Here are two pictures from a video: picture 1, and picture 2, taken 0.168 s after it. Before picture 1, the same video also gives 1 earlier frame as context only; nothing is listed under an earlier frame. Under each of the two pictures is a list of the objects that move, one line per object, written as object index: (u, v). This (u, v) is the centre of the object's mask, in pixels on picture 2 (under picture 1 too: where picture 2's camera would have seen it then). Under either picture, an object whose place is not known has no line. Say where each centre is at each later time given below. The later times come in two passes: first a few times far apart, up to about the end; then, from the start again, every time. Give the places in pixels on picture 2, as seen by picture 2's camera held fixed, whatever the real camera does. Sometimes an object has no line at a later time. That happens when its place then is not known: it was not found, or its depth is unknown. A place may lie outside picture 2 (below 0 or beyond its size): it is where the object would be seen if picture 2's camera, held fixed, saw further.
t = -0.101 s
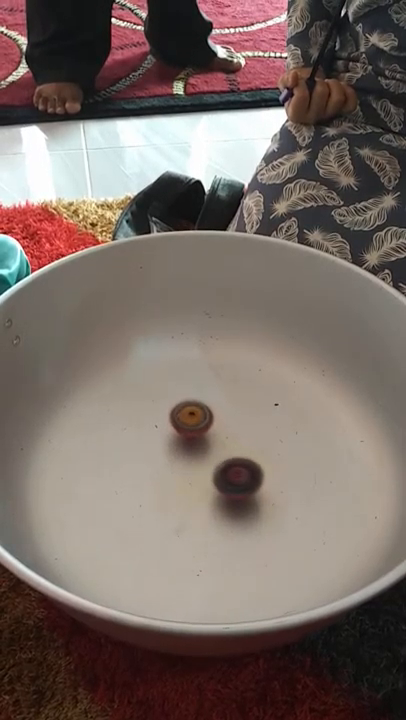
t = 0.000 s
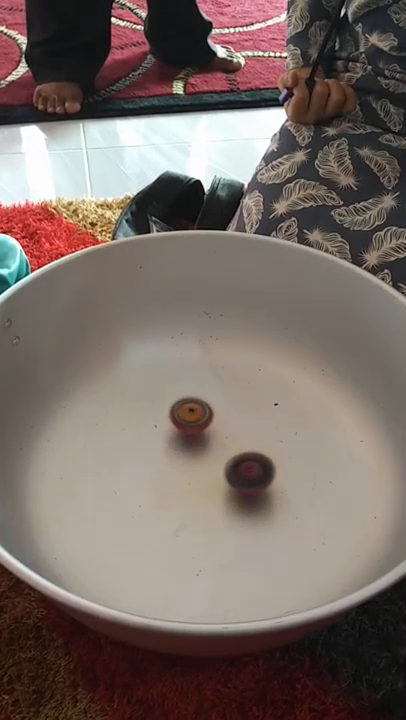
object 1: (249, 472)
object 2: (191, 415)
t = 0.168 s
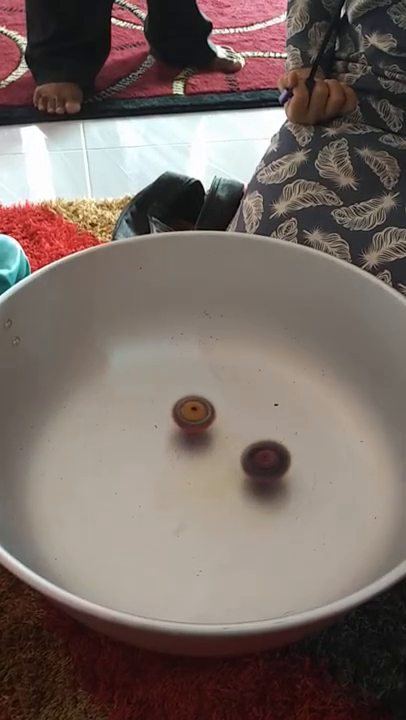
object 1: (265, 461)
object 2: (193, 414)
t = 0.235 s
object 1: (270, 455)
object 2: (194, 413)
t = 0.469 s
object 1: (276, 434)
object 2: (197, 416)
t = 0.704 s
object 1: (269, 417)
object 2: (197, 425)
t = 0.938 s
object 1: (252, 407)
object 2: (192, 440)
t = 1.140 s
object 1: (232, 405)
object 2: (185, 454)
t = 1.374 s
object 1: (207, 409)
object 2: (175, 469)
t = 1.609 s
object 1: (185, 422)
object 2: (166, 480)
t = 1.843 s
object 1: (171, 442)
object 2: (159, 484)
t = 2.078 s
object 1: (174, 443)
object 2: (140, 524)
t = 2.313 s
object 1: (184, 450)
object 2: (125, 556)
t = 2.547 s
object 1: (196, 455)
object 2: (133, 563)
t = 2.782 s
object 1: (209, 455)
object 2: (160, 545)
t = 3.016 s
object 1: (220, 452)
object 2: (193, 516)
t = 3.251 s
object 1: (228, 446)
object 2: (231, 493)
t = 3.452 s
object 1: (230, 440)
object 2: (264, 481)
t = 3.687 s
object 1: (228, 434)
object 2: (304, 474)
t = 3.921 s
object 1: (225, 432)
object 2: (326, 465)
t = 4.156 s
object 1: (217, 432)
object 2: (323, 459)
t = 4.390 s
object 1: (209, 436)
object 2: (298, 452)
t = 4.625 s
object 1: (203, 442)
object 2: (260, 442)
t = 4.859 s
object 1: (187, 453)
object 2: (251, 426)
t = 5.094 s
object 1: (180, 466)
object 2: (250, 414)
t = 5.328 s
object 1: (181, 479)
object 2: (247, 407)
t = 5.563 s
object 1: (190, 489)
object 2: (238, 404)
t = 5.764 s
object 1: (201, 493)
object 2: (226, 406)
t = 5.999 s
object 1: (216, 493)
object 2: (209, 411)
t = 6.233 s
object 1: (225, 484)
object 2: (190, 414)
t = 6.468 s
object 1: (228, 472)
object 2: (170, 416)
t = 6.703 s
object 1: (224, 460)
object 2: (153, 417)
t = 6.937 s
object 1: (211, 451)
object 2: (140, 420)
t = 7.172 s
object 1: (195, 448)
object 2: (135, 427)
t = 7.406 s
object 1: (184, 451)
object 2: (133, 436)
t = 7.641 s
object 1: (194, 459)
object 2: (101, 434)
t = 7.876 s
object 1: (206, 464)
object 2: (89, 433)
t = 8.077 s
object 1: (216, 464)
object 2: (100, 438)
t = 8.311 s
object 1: (226, 460)
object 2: (127, 451)
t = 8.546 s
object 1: (225, 455)
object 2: (149, 470)
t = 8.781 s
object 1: (220, 446)
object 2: (157, 499)
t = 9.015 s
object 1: (211, 442)
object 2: (151, 528)
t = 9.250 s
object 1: (200, 440)
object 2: (142, 545)
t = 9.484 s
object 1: (191, 444)
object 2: (144, 543)
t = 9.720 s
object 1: (186, 451)
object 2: (161, 527)
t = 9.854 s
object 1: (186, 457)
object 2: (176, 516)
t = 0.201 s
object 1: (268, 458)
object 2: (193, 413)
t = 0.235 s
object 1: (270, 455)
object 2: (194, 413)
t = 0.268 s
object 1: (272, 453)
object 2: (194, 413)
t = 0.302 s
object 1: (273, 449)
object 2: (195, 414)
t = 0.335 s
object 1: (274, 446)
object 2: (195, 414)
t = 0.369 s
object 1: (276, 443)
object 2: (196, 414)
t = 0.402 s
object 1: (276, 440)
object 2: (196, 415)
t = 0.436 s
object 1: (276, 437)
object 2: (196, 415)
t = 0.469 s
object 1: (276, 434)
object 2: (197, 416)
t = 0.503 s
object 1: (276, 432)
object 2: (197, 417)
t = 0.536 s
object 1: (275, 428)
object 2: (197, 418)
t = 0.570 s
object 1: (274, 426)
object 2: (197, 419)
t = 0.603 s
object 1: (273, 424)
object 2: (197, 420)
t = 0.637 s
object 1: (272, 421)
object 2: (197, 422)
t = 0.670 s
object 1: (271, 419)
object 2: (197, 423)
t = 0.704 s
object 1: (269, 417)
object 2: (197, 425)
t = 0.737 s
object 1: (267, 415)
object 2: (196, 427)
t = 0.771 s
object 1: (265, 414)
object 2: (195, 429)
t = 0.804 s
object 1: (263, 412)
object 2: (195, 431)
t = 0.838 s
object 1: (261, 411)
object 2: (194, 433)
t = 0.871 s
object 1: (258, 409)
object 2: (193, 435)
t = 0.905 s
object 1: (255, 408)
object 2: (193, 437)
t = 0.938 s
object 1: (252, 407)
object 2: (192, 440)
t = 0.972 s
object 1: (249, 406)
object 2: (191, 442)
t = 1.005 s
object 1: (246, 406)
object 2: (190, 445)
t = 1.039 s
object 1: (243, 405)
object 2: (189, 447)
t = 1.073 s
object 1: (239, 405)
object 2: (188, 449)
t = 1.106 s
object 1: (236, 405)
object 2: (186, 452)
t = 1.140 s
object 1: (232, 405)
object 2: (185, 454)
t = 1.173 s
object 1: (229, 405)
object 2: (184, 457)
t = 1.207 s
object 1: (225, 405)
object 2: (182, 459)
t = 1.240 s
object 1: (222, 405)
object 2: (181, 462)
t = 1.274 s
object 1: (218, 406)
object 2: (180, 464)
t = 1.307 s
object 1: (214, 407)
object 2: (178, 466)
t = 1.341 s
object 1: (211, 408)
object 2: (177, 467)
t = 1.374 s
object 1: (207, 409)
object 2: (175, 469)
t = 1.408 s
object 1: (203, 410)
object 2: (174, 472)
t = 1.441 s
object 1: (200, 412)
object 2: (172, 473)
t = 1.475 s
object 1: (196, 414)
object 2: (171, 475)
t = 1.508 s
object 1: (193, 416)
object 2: (170, 477)
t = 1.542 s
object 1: (190, 418)
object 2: (168, 478)
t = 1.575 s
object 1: (187, 420)
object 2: (167, 479)
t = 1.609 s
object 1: (185, 422)
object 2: (166, 480)
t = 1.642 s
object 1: (182, 425)
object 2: (164, 481)
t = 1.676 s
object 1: (180, 427)
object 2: (163, 482)
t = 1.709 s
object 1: (178, 430)
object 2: (162, 483)
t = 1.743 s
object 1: (176, 433)
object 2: (161, 484)
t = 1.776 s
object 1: (174, 436)
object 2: (160, 484)
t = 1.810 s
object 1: (173, 439)
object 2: (160, 484)
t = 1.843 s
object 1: (171, 442)
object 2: (159, 484)
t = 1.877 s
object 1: (171, 441)
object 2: (156, 491)
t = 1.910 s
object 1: (171, 438)
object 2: (154, 497)
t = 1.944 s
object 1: (171, 438)
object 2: (151, 503)
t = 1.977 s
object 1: (172, 439)
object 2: (149, 508)
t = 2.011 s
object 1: (172, 440)
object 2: (146, 514)
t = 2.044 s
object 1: (173, 441)
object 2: (143, 518)
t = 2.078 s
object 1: (174, 443)
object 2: (140, 524)
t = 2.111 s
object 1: (175, 444)
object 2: (137, 529)
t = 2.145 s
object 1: (177, 445)
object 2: (134, 535)
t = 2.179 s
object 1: (178, 446)
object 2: (132, 539)
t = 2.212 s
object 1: (179, 447)
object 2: (129, 544)
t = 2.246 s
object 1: (181, 448)
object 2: (127, 549)
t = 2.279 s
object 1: (182, 449)
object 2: (126, 552)
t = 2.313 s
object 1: (184, 450)
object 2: (125, 556)
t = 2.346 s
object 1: (185, 451)
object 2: (125, 560)
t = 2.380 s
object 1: (187, 452)
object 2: (126, 561)
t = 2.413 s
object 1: (189, 452)
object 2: (126, 563)
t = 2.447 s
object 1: (190, 452)
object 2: (128, 564)
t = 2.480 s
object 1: (192, 453)
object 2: (129, 564)
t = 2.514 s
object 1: (194, 454)
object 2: (131, 564)
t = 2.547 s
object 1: (196, 455)
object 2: (133, 563)
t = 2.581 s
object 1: (197, 455)
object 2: (136, 562)
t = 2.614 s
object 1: (199, 455)
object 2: (140, 561)
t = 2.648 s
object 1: (201, 455)
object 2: (144, 559)
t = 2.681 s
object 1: (203, 456)
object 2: (148, 556)
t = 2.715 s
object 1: (205, 456)
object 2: (151, 553)
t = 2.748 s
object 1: (207, 455)
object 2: (156, 549)
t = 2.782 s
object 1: (209, 455)
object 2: (160, 545)
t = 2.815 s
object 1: (210, 455)
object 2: (164, 541)
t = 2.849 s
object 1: (212, 455)
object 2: (170, 537)
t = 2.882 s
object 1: (214, 454)
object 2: (174, 533)
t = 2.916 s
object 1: (215, 454)
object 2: (178, 528)
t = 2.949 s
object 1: (217, 453)
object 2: (183, 524)
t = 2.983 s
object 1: (218, 452)
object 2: (188, 520)
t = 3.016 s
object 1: (220, 452)
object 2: (193, 516)
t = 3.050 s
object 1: (221, 452)
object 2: (199, 512)
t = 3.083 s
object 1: (222, 451)
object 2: (203, 508)
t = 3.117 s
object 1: (224, 450)
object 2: (209, 506)
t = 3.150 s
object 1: (225, 448)
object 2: (214, 501)
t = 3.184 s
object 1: (226, 447)
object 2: (219, 498)
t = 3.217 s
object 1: (227, 446)
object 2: (225, 496)
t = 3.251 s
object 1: (228, 446)
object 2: (231, 493)
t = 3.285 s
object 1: (228, 445)
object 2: (236, 490)
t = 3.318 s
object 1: (229, 444)
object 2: (241, 488)
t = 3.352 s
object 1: (229, 442)
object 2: (247, 486)
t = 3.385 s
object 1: (229, 442)
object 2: (252, 484)
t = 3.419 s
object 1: (229, 441)
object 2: (258, 482)
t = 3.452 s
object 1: (230, 440)
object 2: (264, 481)
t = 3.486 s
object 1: (230, 439)
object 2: (271, 480)
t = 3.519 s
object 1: (230, 438)
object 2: (276, 479)
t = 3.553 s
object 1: (230, 437)
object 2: (282, 477)
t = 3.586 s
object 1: (229, 436)
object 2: (288, 476)
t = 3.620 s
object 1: (229, 436)
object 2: (293, 475)
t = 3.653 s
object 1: (229, 435)
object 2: (299, 474)
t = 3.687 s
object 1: (228, 434)
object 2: (304, 474)
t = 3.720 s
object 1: (228, 434)
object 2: (309, 472)
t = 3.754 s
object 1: (228, 433)
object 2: (312, 471)
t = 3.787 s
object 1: (227, 433)
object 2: (316, 470)
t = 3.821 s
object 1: (227, 432)
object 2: (319, 469)
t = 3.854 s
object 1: (226, 432)
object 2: (322, 469)
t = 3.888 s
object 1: (225, 432)
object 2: (324, 467)
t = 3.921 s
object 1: (225, 432)
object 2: (326, 465)
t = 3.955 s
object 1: (224, 432)
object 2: (327, 464)
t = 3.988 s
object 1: (223, 432)
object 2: (328, 464)
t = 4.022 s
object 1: (222, 432)
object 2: (328, 463)
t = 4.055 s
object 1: (221, 432)
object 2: (327, 462)
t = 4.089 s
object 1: (220, 432)
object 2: (327, 461)
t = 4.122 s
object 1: (219, 432)
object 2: (325, 460)
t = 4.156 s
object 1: (217, 432)
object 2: (323, 459)
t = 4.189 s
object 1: (216, 433)
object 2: (321, 458)
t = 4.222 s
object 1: (215, 432)
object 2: (318, 456)
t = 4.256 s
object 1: (214, 433)
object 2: (315, 455)
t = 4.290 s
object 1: (213, 433)
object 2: (311, 455)
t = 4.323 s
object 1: (211, 434)
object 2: (307, 454)
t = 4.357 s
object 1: (210, 435)
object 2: (302, 452)
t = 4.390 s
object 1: (209, 436)
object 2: (298, 452)
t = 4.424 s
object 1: (208, 436)
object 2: (292, 450)
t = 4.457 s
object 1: (207, 437)
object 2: (287, 449)
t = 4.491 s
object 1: (206, 438)
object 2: (282, 447)
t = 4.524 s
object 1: (205, 439)
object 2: (276, 446)
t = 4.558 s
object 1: (204, 440)
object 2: (270, 445)
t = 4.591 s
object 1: (204, 441)
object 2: (265, 443)
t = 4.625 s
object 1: (203, 442)
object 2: (260, 442)
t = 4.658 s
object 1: (202, 443)
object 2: (254, 441)
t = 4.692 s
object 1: (199, 445)
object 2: (252, 438)
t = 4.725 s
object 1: (195, 447)
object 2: (252, 436)
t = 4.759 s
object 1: (192, 448)
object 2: (252, 433)
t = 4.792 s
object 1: (190, 450)
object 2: (251, 431)
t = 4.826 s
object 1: (189, 451)
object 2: (251, 429)
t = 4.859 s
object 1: (187, 453)
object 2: (251, 426)
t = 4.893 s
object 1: (186, 455)
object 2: (251, 424)
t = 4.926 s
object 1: (184, 456)
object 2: (250, 422)
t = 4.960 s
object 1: (183, 459)
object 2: (250, 421)
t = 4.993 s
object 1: (182, 460)
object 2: (250, 419)
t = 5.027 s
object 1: (181, 462)
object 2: (250, 417)
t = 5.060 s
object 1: (180, 464)
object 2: (250, 416)
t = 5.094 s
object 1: (180, 466)
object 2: (250, 414)
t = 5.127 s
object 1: (179, 468)
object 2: (249, 414)
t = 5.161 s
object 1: (179, 470)
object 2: (249, 412)
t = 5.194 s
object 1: (179, 472)
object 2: (249, 411)
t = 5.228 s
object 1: (179, 474)
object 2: (248, 410)
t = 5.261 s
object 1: (180, 476)
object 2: (248, 409)
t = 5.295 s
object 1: (180, 478)
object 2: (247, 408)
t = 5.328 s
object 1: (181, 479)
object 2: (247, 407)
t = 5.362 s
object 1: (182, 481)
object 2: (246, 406)
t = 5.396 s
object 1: (183, 482)
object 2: (244, 406)
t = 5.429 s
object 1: (184, 484)
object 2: (243, 405)
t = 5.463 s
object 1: (185, 486)
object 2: (242, 405)
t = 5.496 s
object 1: (187, 487)
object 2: (241, 405)
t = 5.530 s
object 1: (188, 488)
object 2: (239, 405)
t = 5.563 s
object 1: (190, 489)
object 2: (238, 404)
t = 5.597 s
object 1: (192, 491)
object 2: (236, 405)
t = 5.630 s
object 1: (193, 491)
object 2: (234, 405)
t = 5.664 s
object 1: (195, 491)
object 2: (232, 405)
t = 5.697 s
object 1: (197, 492)
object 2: (230, 406)
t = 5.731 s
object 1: (200, 492)
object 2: (228, 406)
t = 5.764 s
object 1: (201, 493)
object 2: (226, 406)
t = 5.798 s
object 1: (204, 493)
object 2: (224, 407)
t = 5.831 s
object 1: (206, 494)
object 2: (221, 408)
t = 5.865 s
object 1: (208, 493)
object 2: (219, 408)
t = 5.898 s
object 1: (210, 493)
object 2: (216, 409)
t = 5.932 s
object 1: (212, 494)
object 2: (214, 409)
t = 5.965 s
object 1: (214, 493)
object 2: (212, 410)
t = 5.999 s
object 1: (216, 493)
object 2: (209, 411)
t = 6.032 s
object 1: (218, 492)
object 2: (206, 411)
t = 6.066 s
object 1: (219, 490)
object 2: (204, 412)
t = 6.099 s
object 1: (220, 490)
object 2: (201, 412)
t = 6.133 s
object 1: (222, 488)
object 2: (198, 413)
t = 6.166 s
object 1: (223, 487)
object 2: (196, 413)
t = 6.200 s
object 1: (224, 486)
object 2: (193, 414)
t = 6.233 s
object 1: (225, 484)
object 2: (190, 414)
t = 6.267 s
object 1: (226, 482)
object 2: (187, 414)
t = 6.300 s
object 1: (227, 480)
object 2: (185, 415)
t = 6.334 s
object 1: (228, 479)
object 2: (181, 415)
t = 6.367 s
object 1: (228, 478)
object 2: (179, 416)
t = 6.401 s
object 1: (228, 476)
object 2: (176, 415)
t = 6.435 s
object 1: (228, 474)
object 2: (173, 416)
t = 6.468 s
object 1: (228, 472)
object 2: (170, 416)
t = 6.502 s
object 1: (228, 470)
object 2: (168, 416)
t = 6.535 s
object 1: (227, 469)
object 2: (165, 417)
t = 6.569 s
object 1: (227, 467)
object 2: (162, 417)
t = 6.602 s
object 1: (227, 465)
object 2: (160, 417)
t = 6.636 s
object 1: (226, 463)
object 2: (158, 417)
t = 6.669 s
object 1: (225, 462)
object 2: (155, 418)
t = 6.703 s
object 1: (224, 460)
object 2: (153, 417)
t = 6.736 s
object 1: (222, 458)
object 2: (151, 418)
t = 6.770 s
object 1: (220, 457)
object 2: (149, 418)
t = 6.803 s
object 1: (219, 455)
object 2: (147, 418)
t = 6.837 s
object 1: (217, 454)
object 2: (145, 419)
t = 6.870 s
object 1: (215, 453)
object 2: (143, 419)
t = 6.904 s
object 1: (213, 452)
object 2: (142, 420)
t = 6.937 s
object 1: (211, 451)
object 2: (140, 420)
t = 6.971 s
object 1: (208, 450)
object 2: (139, 421)
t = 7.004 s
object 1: (206, 449)
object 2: (138, 422)
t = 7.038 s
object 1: (204, 449)
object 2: (137, 423)
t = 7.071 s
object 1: (202, 449)
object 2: (136, 424)
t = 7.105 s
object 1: (199, 449)
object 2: (136, 425)
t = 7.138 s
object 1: (197, 448)
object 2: (135, 425)
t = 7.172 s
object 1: (195, 448)
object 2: (135, 427)
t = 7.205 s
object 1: (192, 448)
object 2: (135, 428)
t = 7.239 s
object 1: (190, 448)
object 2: (135, 430)
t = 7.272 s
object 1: (188, 448)
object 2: (135, 431)
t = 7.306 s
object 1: (186, 449)
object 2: (135, 433)
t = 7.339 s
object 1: (184, 449)
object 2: (136, 434)
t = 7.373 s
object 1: (182, 450)
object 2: (136, 436)
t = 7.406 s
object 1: (184, 451)
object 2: (133, 436)
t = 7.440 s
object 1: (187, 451)
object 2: (127, 436)
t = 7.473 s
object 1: (189, 452)
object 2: (122, 436)
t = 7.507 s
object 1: (189, 454)
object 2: (117, 435)
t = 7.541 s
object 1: (190, 455)
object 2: (113, 436)
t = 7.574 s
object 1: (192, 456)
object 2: (108, 434)
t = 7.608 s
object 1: (193, 458)
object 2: (105, 434)
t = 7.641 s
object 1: (194, 459)
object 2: (101, 434)
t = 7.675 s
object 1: (196, 460)
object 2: (98, 434)
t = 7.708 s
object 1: (197, 461)
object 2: (96, 433)
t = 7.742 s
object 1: (199, 462)
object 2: (93, 433)
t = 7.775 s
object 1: (200, 463)
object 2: (92, 432)
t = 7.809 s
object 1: (202, 463)
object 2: (90, 433)
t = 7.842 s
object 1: (204, 464)
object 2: (89, 433)
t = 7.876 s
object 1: (206, 464)
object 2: (89, 433)
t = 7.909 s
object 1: (207, 465)
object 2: (90, 434)
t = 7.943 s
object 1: (209, 465)
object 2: (91, 434)
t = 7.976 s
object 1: (211, 465)
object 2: (93, 435)
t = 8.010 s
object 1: (213, 465)
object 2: (94, 436)
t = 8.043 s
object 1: (214, 464)
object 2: (97, 437)
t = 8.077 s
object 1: (216, 464)
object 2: (100, 438)
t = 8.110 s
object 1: (218, 463)
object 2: (103, 439)
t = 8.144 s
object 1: (219, 463)
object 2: (107, 440)
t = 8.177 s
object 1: (221, 462)
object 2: (111, 443)
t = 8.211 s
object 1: (222, 462)
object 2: (114, 444)
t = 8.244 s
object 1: (223, 461)
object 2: (118, 446)
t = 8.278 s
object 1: (224, 460)
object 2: (123, 448)
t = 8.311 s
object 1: (226, 460)
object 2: (127, 451)
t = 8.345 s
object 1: (226, 459)
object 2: (130, 453)
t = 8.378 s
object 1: (227, 459)
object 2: (133, 455)
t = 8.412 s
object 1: (226, 459)
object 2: (138, 458)
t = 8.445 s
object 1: (225, 459)
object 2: (141, 461)
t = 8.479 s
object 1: (225, 458)
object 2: (144, 464)
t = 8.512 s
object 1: (225, 456)
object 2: (146, 467)
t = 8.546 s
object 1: (225, 455)
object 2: (149, 470)
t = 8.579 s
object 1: (224, 454)
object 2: (151, 474)
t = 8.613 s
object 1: (224, 452)
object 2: (153, 478)
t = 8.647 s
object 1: (223, 451)
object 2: (154, 482)
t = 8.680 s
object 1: (223, 450)
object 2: (156, 486)
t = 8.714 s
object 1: (222, 449)
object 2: (157, 490)
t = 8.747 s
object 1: (221, 447)
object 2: (157, 495)
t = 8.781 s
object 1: (220, 446)
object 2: (157, 499)
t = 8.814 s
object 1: (219, 445)
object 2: (157, 503)
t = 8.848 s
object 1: (218, 445)
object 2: (157, 507)
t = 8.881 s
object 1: (216, 444)
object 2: (156, 511)
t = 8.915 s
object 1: (215, 443)
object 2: (155, 515)
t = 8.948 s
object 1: (214, 442)
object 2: (154, 519)
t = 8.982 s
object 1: (212, 442)
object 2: (152, 523)
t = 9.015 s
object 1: (211, 442)
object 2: (151, 528)
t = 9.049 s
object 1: (209, 441)
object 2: (149, 531)
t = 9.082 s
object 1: (208, 439)
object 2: (148, 534)
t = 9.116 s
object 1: (206, 440)
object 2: (146, 537)
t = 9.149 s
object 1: (204, 439)
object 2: (145, 540)
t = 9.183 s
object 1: (203, 440)
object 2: (144, 542)
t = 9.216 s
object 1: (201, 440)
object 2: (143, 544)
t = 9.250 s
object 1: (200, 440)
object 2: (142, 545)
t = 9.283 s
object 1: (198, 440)
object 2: (141, 546)
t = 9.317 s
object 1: (197, 441)
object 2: (142, 545)
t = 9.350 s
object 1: (196, 441)
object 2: (142, 546)
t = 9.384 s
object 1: (194, 442)
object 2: (142, 545)
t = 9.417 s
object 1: (193, 443)
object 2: (141, 545)
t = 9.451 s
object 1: (192, 443)
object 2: (143, 544)
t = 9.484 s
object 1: (191, 444)
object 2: (144, 543)
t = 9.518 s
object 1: (190, 445)
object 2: (145, 541)
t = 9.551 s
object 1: (189, 445)
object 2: (147, 540)
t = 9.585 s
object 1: (188, 447)
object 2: (149, 537)
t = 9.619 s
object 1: (188, 448)
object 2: (152, 535)
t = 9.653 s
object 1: (187, 449)
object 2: (155, 533)
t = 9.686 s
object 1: (187, 451)
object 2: (158, 529)
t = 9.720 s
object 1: (186, 451)
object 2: (161, 527)
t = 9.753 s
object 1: (186, 453)
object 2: (165, 524)
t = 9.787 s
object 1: (186, 454)
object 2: (168, 522)
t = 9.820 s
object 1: (186, 456)
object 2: (171, 519)
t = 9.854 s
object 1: (186, 457)
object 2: (176, 516)
